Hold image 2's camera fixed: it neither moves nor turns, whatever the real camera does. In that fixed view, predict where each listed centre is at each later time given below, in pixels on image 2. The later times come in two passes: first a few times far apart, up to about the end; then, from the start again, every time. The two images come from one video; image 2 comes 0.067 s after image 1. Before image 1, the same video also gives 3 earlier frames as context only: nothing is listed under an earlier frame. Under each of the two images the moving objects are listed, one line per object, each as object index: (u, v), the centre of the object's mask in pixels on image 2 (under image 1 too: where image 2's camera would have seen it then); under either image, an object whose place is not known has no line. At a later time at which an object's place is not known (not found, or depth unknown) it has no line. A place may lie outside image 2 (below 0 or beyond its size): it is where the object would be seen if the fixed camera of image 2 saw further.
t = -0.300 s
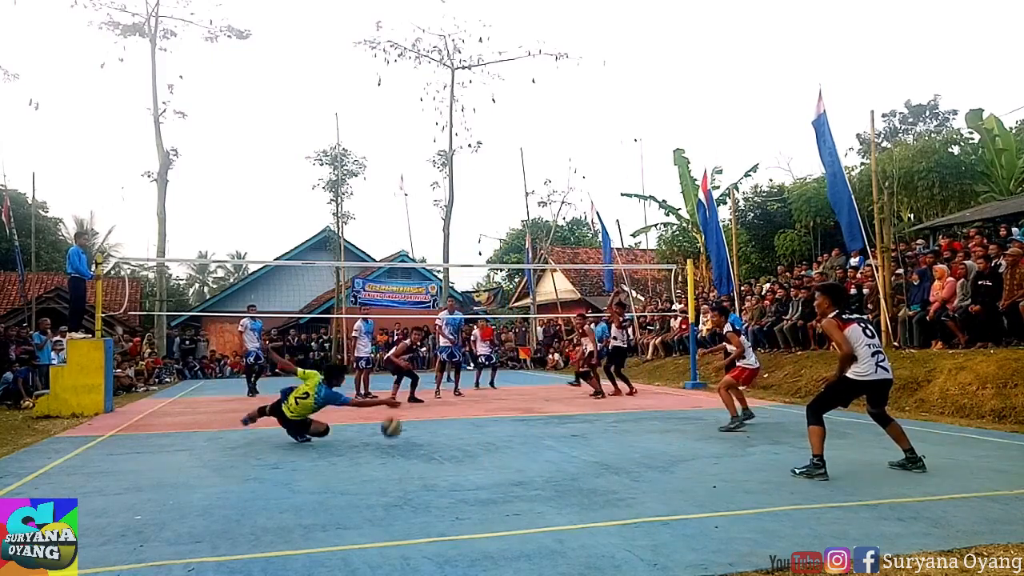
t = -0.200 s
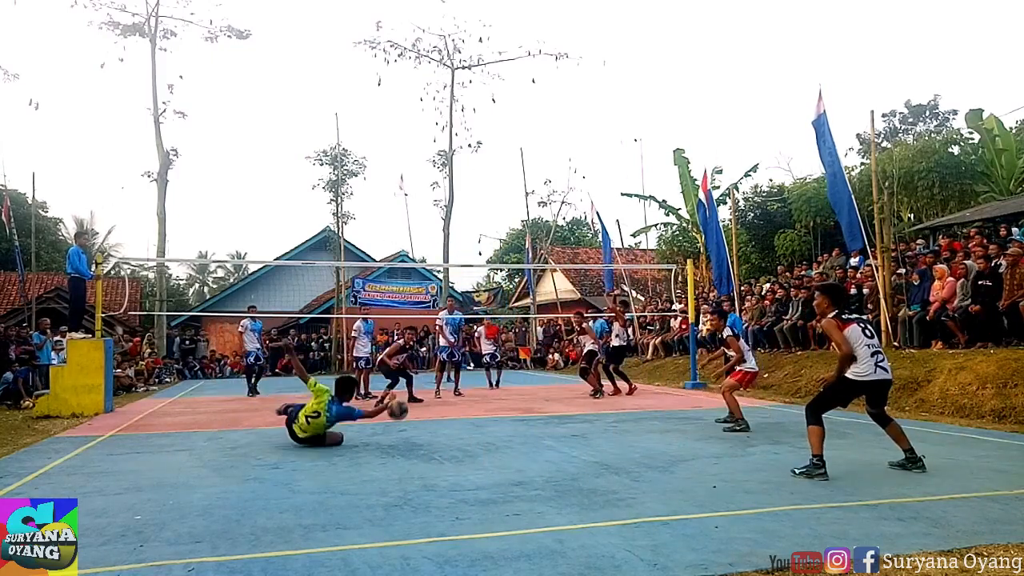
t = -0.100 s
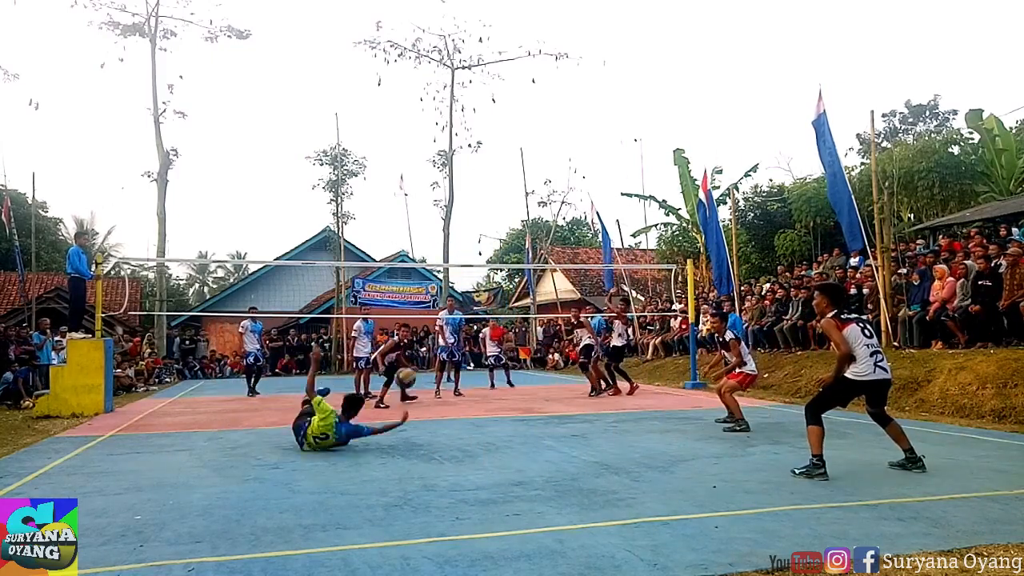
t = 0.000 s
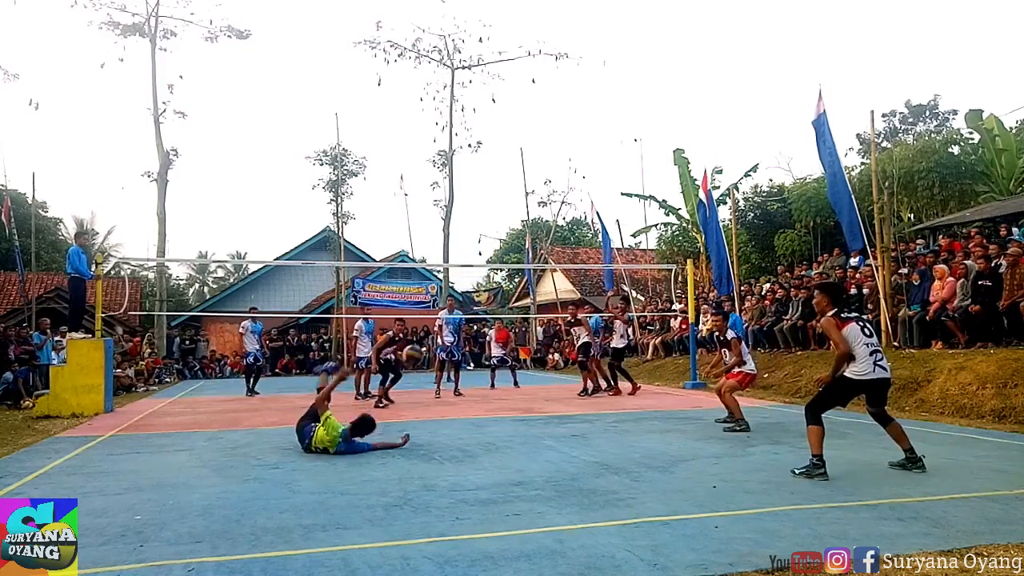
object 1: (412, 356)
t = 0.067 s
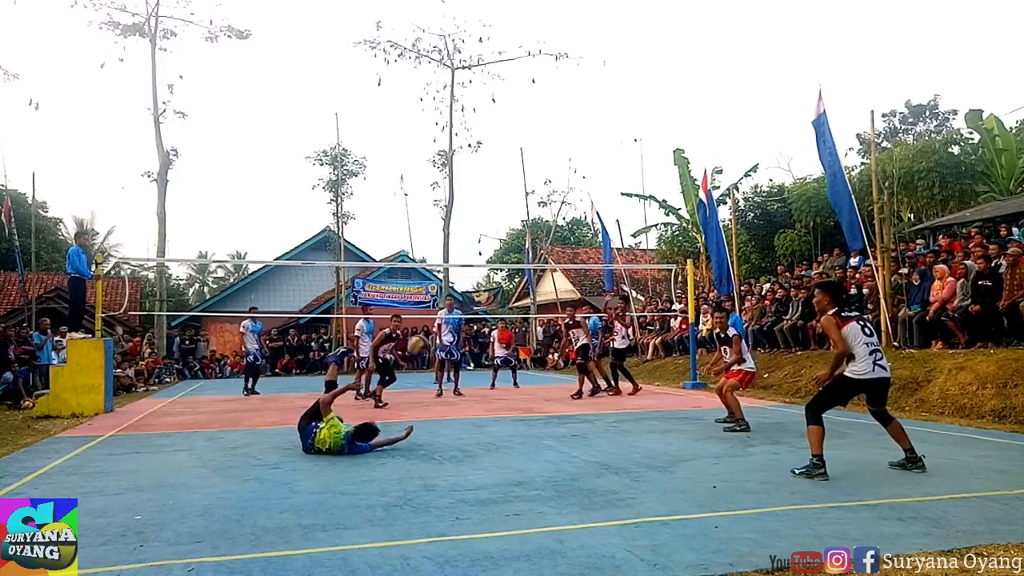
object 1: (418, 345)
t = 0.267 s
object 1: (434, 342)
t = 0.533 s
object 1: (459, 406)
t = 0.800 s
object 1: (480, 402)
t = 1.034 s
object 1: (496, 378)
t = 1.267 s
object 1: (515, 420)
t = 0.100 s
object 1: (421, 342)
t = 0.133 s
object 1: (423, 340)
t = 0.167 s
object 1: (425, 338)
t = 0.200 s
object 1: (428, 338)
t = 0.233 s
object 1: (431, 340)
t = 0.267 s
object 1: (434, 342)
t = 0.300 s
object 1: (438, 346)
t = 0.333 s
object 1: (440, 350)
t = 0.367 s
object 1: (444, 357)
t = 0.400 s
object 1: (446, 364)
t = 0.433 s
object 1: (449, 373)
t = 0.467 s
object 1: (453, 382)
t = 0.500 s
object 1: (456, 394)
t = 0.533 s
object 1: (459, 406)
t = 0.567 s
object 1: (463, 421)
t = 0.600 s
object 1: (466, 435)
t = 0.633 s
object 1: (469, 452)
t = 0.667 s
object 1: (471, 441)
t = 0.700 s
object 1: (473, 429)
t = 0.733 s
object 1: (476, 419)
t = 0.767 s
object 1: (478, 410)
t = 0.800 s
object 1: (480, 402)
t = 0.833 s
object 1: (482, 395)
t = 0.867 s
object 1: (484, 389)
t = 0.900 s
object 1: (487, 384)
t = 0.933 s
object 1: (489, 380)
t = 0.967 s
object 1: (491, 378)
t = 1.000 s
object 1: (494, 378)
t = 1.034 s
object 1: (496, 378)
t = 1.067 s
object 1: (499, 380)
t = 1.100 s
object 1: (501, 383)
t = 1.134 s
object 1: (504, 388)
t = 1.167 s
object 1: (507, 394)
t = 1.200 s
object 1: (510, 401)
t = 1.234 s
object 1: (512, 410)
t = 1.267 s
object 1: (515, 420)
